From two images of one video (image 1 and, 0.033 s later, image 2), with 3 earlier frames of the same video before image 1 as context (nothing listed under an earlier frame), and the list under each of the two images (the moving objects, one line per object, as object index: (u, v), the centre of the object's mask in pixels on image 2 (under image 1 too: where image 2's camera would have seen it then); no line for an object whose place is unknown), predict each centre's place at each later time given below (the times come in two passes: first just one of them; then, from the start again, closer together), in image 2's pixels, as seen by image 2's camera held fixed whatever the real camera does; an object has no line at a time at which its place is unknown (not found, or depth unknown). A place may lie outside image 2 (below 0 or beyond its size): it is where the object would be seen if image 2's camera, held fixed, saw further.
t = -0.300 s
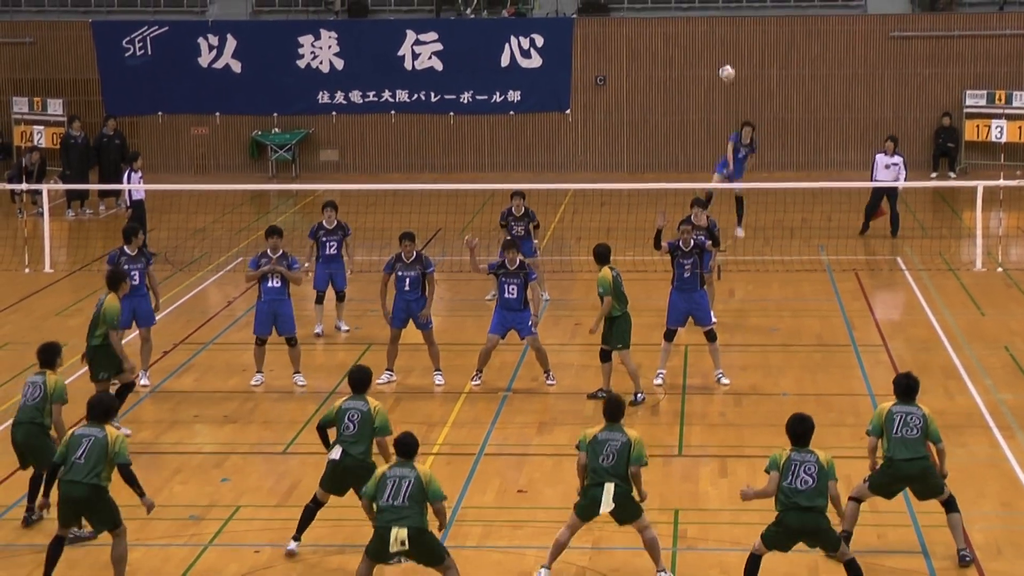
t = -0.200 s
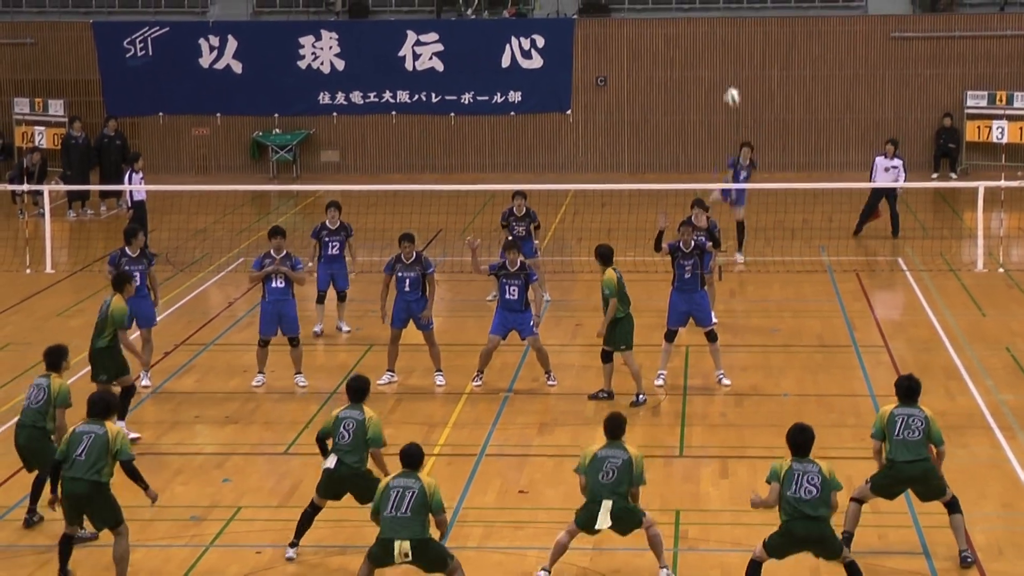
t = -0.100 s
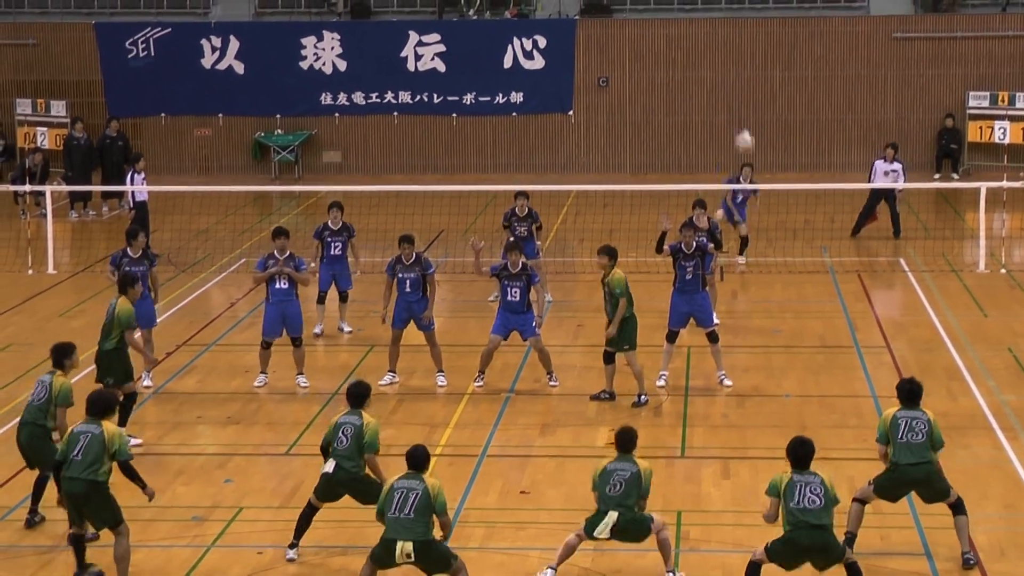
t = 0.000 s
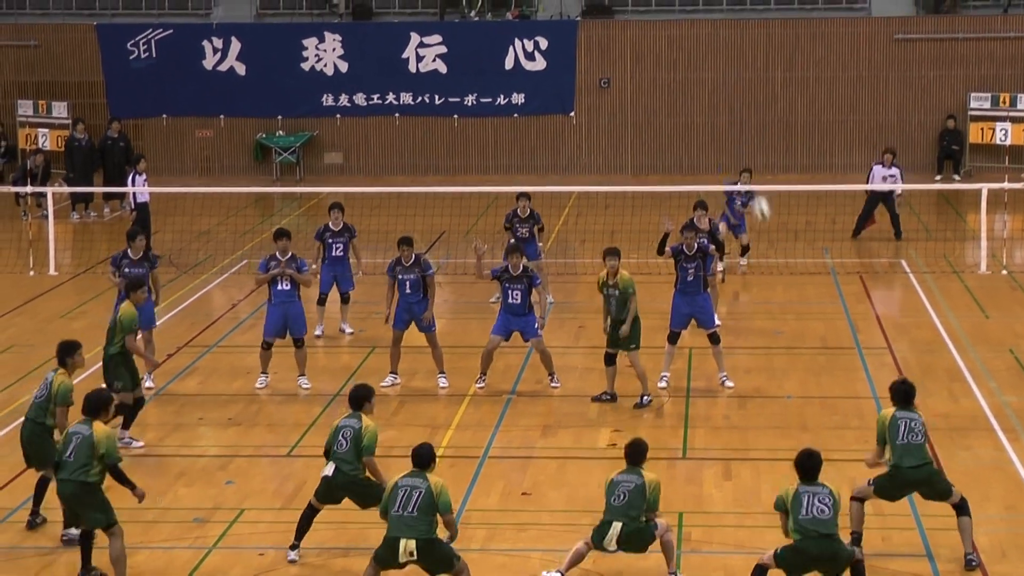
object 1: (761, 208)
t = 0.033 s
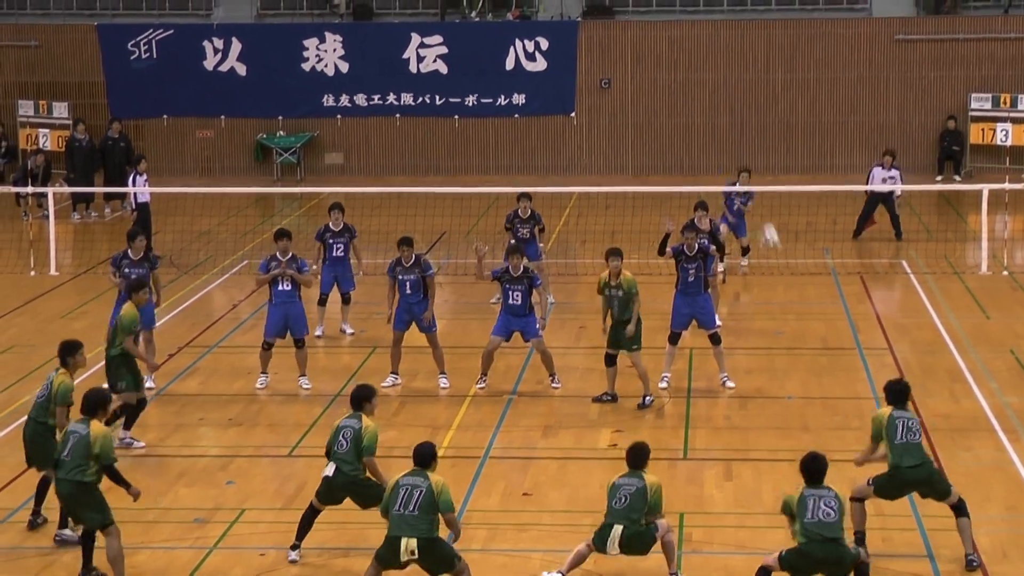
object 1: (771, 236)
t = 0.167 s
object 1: (804, 387)
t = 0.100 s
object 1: (784, 303)
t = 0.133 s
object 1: (793, 342)
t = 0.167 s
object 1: (804, 387)
